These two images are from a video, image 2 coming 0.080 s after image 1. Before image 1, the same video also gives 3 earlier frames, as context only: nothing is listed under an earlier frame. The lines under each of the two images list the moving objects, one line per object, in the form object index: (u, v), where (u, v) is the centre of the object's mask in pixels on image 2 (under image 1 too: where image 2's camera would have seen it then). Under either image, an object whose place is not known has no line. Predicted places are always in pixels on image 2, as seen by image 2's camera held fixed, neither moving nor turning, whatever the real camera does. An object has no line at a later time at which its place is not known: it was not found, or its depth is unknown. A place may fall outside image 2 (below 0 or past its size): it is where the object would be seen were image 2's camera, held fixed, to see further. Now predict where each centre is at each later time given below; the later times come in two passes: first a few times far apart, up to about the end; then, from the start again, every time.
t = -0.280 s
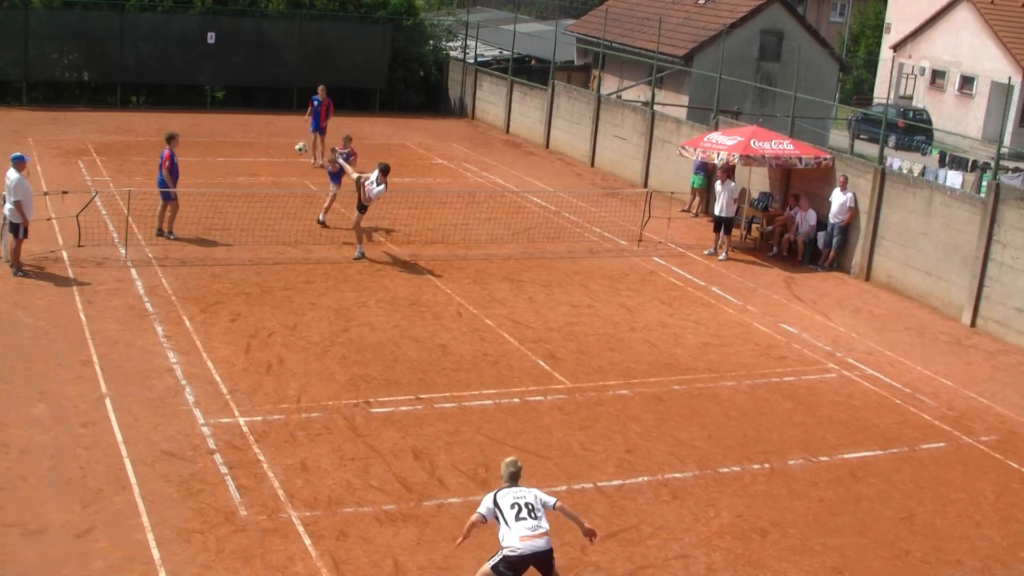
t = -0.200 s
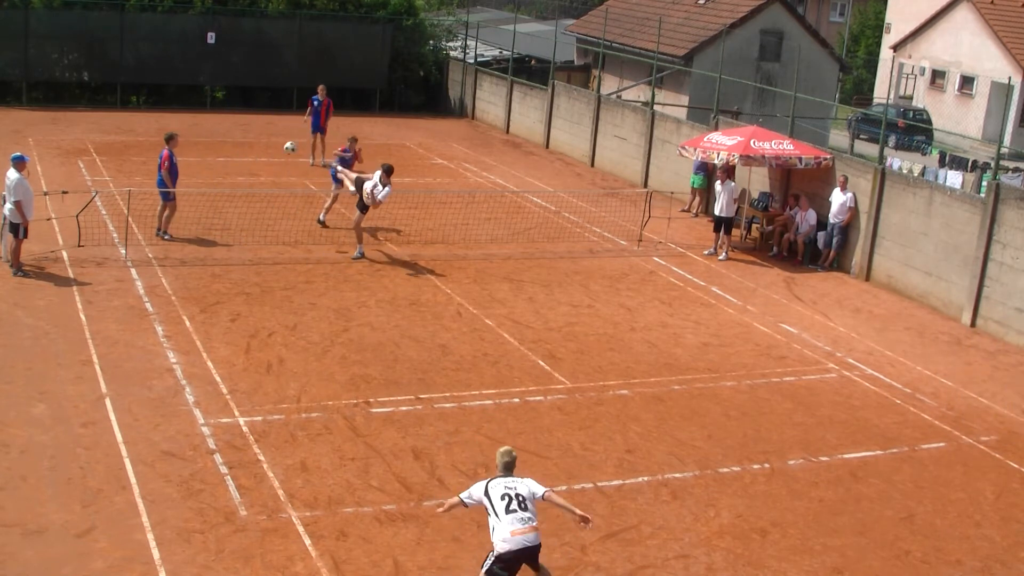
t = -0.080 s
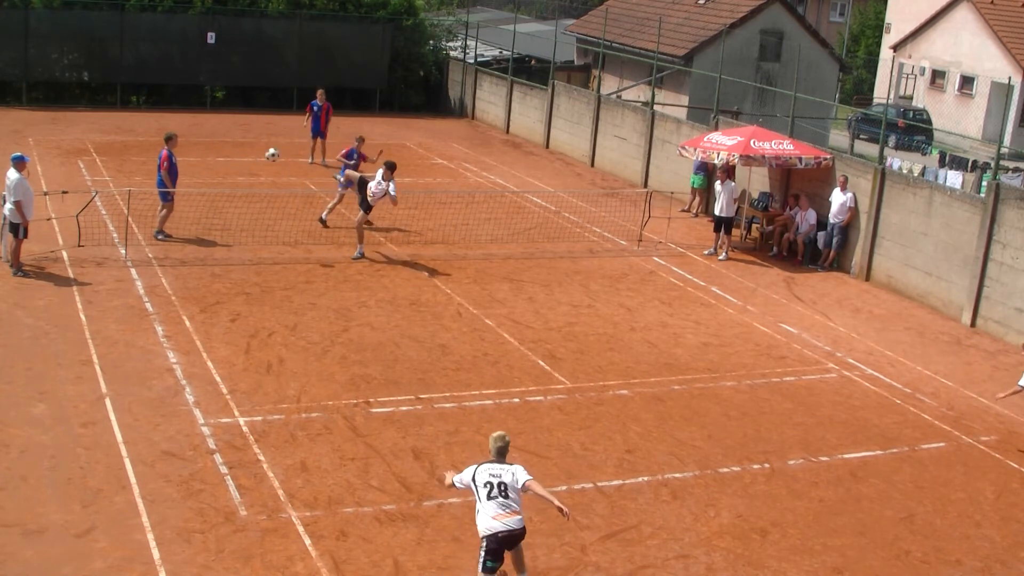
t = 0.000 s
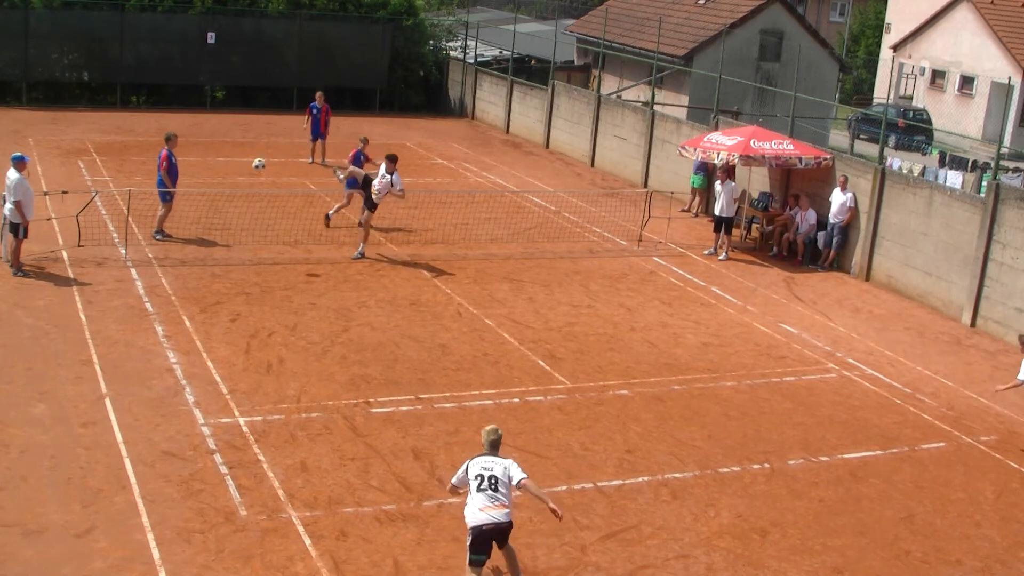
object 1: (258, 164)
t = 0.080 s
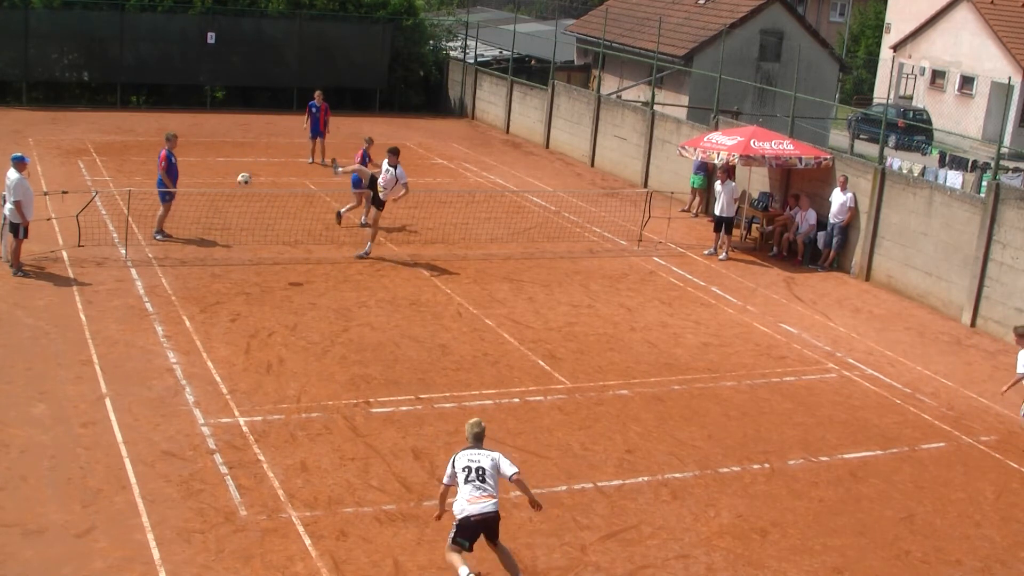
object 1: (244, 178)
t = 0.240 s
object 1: (212, 225)
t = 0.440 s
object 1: (168, 310)
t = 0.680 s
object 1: (96, 269)
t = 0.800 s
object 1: (56, 265)
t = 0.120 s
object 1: (237, 188)
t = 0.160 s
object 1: (229, 199)
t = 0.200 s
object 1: (220, 212)
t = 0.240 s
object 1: (212, 225)
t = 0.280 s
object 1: (204, 241)
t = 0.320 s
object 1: (195, 258)
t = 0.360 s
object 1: (186, 275)
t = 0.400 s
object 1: (177, 294)
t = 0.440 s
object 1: (168, 310)
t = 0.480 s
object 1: (156, 301)
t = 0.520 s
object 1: (145, 292)
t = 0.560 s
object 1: (133, 284)
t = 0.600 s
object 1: (120, 279)
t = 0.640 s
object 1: (109, 274)
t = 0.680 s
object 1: (96, 269)
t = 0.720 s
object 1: (83, 267)
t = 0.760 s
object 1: (69, 265)
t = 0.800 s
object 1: (56, 265)
